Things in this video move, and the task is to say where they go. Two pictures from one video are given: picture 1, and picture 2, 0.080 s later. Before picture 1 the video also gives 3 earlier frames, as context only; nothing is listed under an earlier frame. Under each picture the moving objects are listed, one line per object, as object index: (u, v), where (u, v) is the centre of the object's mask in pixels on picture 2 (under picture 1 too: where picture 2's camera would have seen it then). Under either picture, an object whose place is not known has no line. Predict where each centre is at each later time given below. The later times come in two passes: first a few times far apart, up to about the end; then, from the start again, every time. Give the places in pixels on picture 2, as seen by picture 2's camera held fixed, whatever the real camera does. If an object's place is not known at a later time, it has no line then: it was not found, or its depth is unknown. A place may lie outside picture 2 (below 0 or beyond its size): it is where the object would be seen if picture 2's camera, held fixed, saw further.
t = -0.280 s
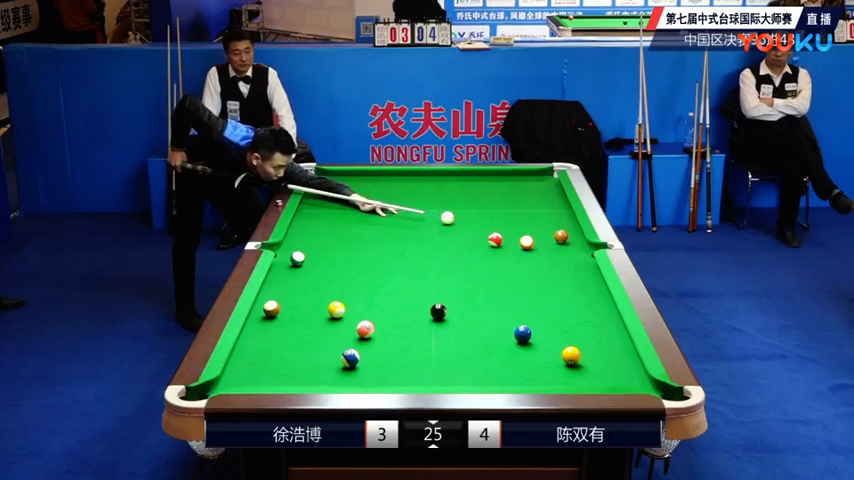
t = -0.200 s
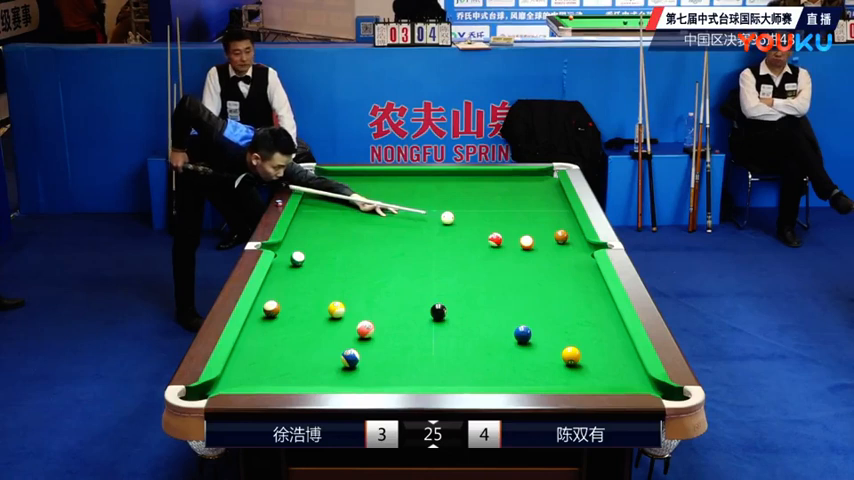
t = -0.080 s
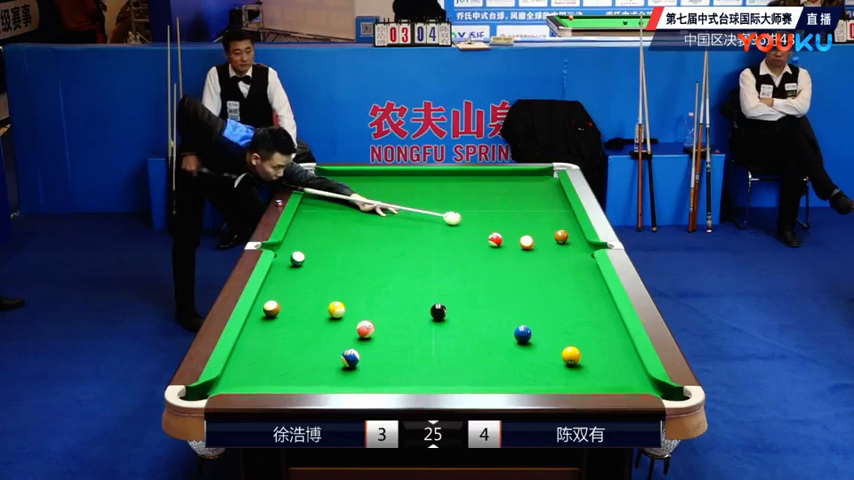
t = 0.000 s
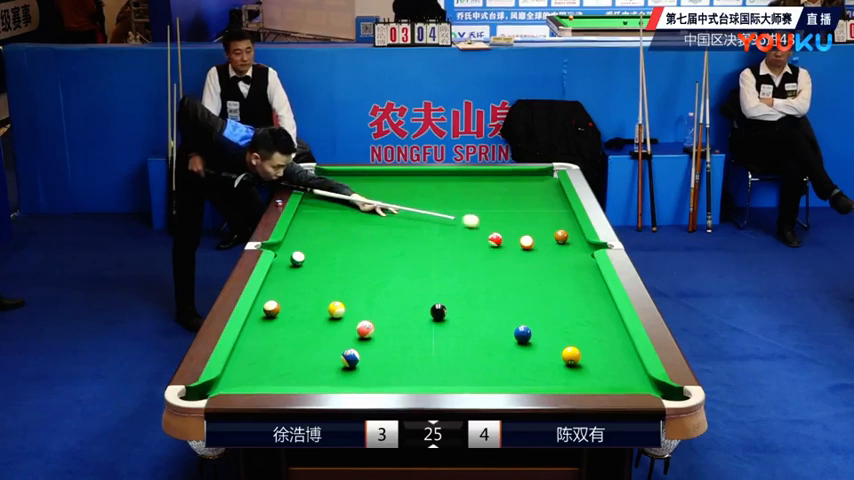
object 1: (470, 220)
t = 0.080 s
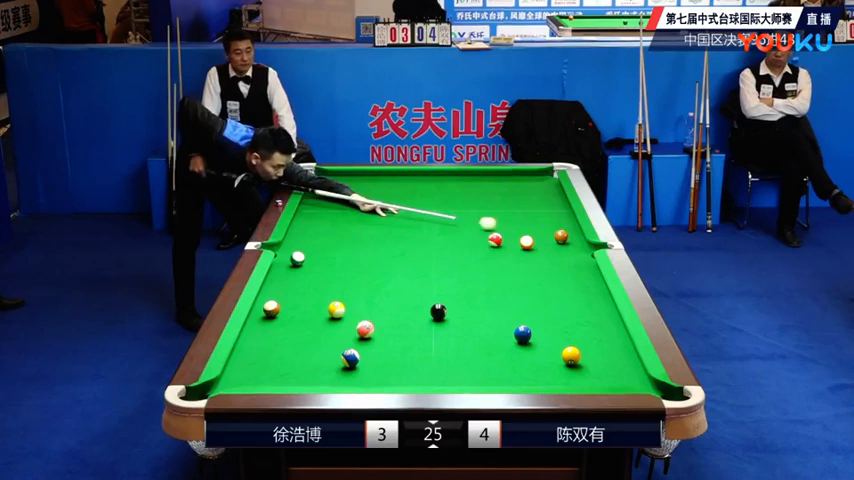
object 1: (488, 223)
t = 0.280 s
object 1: (532, 229)
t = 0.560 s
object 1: (572, 231)
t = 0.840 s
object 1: (557, 230)
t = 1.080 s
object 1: (541, 229)
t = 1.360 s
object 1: (522, 227)
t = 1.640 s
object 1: (506, 226)
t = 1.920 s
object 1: (491, 225)
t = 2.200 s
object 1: (478, 225)
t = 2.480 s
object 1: (466, 224)
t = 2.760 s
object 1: (457, 224)
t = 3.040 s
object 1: (448, 223)
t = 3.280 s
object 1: (441, 223)
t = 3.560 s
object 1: (435, 223)
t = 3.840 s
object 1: (430, 223)
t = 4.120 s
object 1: (427, 223)
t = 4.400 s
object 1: (425, 222)
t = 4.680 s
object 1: (425, 222)
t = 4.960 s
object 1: (425, 222)
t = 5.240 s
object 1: (425, 222)
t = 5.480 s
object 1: (425, 222)
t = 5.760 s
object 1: (425, 222)
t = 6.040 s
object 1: (425, 222)
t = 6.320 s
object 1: (425, 222)
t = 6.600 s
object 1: (425, 222)
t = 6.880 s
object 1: (425, 222)
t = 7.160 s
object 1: (425, 222)
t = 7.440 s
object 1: (425, 222)
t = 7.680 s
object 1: (425, 222)
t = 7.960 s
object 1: (425, 222)
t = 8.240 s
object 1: (425, 222)
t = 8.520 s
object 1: (425, 222)
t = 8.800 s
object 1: (425, 222)
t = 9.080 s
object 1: (425, 222)
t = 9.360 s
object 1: (425, 222)
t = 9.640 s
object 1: (425, 222)
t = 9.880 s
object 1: (425, 222)
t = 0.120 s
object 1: (496, 224)
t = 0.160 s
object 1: (505, 225)
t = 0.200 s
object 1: (514, 227)
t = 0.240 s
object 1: (522, 228)
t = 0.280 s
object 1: (532, 229)
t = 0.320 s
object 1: (540, 231)
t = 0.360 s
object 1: (549, 232)
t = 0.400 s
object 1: (554, 232)
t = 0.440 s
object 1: (558, 231)
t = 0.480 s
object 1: (563, 231)
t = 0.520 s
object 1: (567, 231)
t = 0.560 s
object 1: (572, 231)
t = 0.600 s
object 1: (575, 231)
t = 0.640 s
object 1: (572, 231)
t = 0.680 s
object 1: (568, 231)
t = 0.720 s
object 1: (566, 230)
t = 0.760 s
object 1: (563, 230)
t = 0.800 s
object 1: (560, 230)
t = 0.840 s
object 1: (557, 230)
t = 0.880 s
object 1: (554, 230)
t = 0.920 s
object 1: (551, 229)
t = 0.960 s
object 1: (548, 229)
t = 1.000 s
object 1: (546, 229)
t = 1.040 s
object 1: (543, 229)
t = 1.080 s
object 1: (541, 229)
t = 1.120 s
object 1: (538, 228)
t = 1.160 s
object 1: (535, 228)
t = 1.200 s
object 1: (533, 228)
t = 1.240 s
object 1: (530, 228)
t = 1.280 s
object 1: (527, 227)
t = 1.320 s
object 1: (525, 227)
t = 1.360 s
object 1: (522, 227)
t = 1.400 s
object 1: (520, 227)
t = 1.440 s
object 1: (518, 227)
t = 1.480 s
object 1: (515, 227)
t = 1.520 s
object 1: (513, 227)
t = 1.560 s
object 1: (511, 227)
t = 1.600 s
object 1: (508, 226)
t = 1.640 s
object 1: (506, 226)
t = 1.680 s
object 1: (504, 226)
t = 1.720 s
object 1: (502, 226)
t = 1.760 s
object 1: (500, 226)
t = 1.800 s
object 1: (498, 226)
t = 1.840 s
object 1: (496, 225)
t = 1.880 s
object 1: (494, 225)
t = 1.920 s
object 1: (491, 225)
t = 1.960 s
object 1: (490, 225)
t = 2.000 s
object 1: (487, 225)
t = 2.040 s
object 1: (486, 225)
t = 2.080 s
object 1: (484, 225)
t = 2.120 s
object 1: (482, 225)
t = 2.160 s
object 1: (480, 225)
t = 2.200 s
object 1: (478, 225)
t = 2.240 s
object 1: (477, 225)
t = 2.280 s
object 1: (475, 225)
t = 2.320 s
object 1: (473, 224)
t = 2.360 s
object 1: (472, 224)
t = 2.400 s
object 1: (470, 224)
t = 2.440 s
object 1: (468, 224)
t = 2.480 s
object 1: (466, 224)
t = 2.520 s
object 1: (465, 224)
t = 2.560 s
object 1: (464, 224)
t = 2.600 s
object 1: (462, 224)
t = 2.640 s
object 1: (461, 224)
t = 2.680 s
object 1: (459, 224)
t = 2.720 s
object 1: (458, 224)
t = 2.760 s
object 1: (457, 224)
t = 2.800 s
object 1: (455, 224)
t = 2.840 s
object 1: (454, 224)
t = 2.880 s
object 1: (452, 223)
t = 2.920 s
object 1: (451, 223)
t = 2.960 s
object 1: (450, 223)
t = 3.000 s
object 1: (449, 223)
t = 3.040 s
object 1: (448, 223)
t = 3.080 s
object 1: (446, 223)
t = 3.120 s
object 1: (445, 223)
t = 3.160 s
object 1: (445, 223)
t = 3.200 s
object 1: (443, 223)
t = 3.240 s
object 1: (442, 223)
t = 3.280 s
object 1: (441, 223)
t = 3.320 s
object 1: (440, 223)
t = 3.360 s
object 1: (439, 223)
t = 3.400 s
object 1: (439, 223)
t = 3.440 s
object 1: (438, 223)
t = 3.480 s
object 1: (437, 223)
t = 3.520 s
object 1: (436, 223)
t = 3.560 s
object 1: (435, 223)
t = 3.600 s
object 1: (434, 223)
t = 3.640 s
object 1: (434, 223)
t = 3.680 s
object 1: (433, 223)
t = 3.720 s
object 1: (433, 223)
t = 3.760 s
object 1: (432, 223)
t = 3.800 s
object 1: (431, 223)
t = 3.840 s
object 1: (430, 223)
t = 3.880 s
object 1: (430, 223)
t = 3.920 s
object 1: (429, 223)
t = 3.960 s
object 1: (429, 223)
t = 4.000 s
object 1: (428, 223)
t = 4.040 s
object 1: (428, 223)
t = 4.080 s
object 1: (427, 223)
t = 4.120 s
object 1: (427, 223)
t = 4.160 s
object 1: (427, 223)
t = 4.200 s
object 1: (426, 223)
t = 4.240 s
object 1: (426, 222)
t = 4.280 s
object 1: (426, 222)
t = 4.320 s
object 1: (426, 222)
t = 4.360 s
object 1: (425, 222)
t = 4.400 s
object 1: (425, 222)
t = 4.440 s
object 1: (425, 222)
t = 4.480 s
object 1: (425, 222)
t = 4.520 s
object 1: (425, 222)
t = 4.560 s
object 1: (425, 222)
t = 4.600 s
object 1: (425, 222)
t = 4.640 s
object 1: (425, 222)
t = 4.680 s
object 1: (425, 222)
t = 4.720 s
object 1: (425, 222)
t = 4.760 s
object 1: (425, 222)
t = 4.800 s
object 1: (425, 222)
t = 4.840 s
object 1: (425, 222)
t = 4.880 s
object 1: (425, 222)
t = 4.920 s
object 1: (425, 222)
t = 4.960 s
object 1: (425, 222)
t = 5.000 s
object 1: (425, 222)
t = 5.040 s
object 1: (425, 222)
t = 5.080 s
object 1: (425, 222)
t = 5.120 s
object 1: (425, 222)
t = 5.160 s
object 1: (425, 222)
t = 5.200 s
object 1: (425, 222)
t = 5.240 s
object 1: (425, 222)
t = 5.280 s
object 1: (425, 222)
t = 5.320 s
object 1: (425, 222)
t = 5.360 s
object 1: (425, 222)
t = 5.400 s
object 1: (425, 222)
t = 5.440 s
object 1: (425, 222)
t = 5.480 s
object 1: (425, 222)
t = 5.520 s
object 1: (425, 222)
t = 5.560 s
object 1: (425, 222)
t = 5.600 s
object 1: (425, 222)
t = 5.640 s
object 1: (425, 222)
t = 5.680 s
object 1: (425, 222)
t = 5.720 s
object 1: (425, 222)
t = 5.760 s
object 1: (425, 222)
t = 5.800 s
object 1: (425, 222)
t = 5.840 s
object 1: (425, 222)
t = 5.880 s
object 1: (425, 222)
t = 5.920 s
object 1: (425, 222)
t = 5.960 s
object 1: (425, 222)
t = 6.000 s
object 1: (425, 222)
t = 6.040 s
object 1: (425, 222)
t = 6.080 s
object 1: (425, 222)
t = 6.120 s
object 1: (425, 222)
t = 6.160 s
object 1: (425, 222)
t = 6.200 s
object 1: (425, 222)
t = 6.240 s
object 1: (425, 222)
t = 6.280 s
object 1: (425, 222)
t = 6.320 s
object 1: (425, 222)
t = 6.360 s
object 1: (425, 222)
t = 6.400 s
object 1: (425, 222)
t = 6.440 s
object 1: (425, 222)
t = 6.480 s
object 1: (425, 222)
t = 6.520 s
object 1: (425, 222)
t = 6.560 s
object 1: (425, 222)
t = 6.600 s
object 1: (425, 222)
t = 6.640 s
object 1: (425, 222)
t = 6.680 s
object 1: (425, 222)
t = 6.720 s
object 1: (425, 222)
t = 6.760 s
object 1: (425, 222)
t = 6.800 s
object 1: (425, 222)
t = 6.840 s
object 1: (425, 222)
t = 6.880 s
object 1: (425, 222)
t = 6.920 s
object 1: (425, 222)
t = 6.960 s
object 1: (425, 222)
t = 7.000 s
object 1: (425, 222)
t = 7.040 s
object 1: (425, 222)
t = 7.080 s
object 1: (425, 222)
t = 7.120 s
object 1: (425, 222)
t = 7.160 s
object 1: (425, 222)
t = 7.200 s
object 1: (425, 222)
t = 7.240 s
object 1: (425, 222)
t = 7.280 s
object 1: (425, 222)
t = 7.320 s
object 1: (425, 222)
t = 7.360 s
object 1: (425, 222)
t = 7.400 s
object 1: (425, 222)
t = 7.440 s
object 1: (425, 222)
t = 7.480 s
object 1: (425, 222)
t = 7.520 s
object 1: (425, 222)
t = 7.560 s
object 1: (425, 222)
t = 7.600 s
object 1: (425, 222)
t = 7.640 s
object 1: (425, 222)
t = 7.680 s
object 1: (425, 222)
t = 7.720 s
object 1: (425, 222)
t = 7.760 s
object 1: (425, 222)
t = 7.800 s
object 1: (425, 222)
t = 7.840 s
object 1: (425, 222)
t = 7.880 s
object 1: (425, 222)
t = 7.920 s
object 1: (425, 222)
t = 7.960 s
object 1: (425, 222)
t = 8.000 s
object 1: (425, 222)
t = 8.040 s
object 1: (425, 222)
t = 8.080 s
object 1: (425, 222)
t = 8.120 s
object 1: (425, 222)
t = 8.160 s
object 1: (425, 222)
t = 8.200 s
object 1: (425, 222)
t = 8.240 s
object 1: (425, 222)
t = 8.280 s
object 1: (425, 222)
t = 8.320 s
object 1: (425, 222)
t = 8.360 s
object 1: (425, 222)
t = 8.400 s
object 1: (425, 222)
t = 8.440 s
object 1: (425, 222)
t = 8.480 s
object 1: (425, 222)
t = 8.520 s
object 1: (425, 222)
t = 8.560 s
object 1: (425, 222)
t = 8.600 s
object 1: (425, 222)
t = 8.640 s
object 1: (425, 222)
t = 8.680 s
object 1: (425, 222)
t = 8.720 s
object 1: (425, 222)
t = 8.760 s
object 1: (425, 222)
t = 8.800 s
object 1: (425, 222)
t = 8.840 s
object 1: (425, 222)
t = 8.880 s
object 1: (425, 222)
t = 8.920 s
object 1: (425, 222)
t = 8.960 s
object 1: (425, 222)
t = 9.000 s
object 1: (425, 222)
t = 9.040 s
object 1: (425, 222)
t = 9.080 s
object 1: (425, 222)
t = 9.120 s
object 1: (425, 222)
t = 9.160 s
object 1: (425, 222)
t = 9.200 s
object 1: (425, 222)
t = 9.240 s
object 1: (425, 222)
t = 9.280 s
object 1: (425, 222)
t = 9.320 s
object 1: (425, 222)
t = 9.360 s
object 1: (425, 222)
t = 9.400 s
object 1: (425, 222)
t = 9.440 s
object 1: (425, 222)
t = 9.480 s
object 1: (425, 222)
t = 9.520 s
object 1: (425, 222)
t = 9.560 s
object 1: (425, 222)
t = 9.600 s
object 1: (425, 222)
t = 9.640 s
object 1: (425, 222)
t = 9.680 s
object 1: (425, 222)
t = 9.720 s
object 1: (425, 222)
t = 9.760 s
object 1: (425, 222)
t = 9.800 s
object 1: (425, 222)
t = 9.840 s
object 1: (425, 222)
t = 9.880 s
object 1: (425, 222)
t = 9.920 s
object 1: (425, 222)
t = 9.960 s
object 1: (425, 222)
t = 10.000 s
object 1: (425, 222)
